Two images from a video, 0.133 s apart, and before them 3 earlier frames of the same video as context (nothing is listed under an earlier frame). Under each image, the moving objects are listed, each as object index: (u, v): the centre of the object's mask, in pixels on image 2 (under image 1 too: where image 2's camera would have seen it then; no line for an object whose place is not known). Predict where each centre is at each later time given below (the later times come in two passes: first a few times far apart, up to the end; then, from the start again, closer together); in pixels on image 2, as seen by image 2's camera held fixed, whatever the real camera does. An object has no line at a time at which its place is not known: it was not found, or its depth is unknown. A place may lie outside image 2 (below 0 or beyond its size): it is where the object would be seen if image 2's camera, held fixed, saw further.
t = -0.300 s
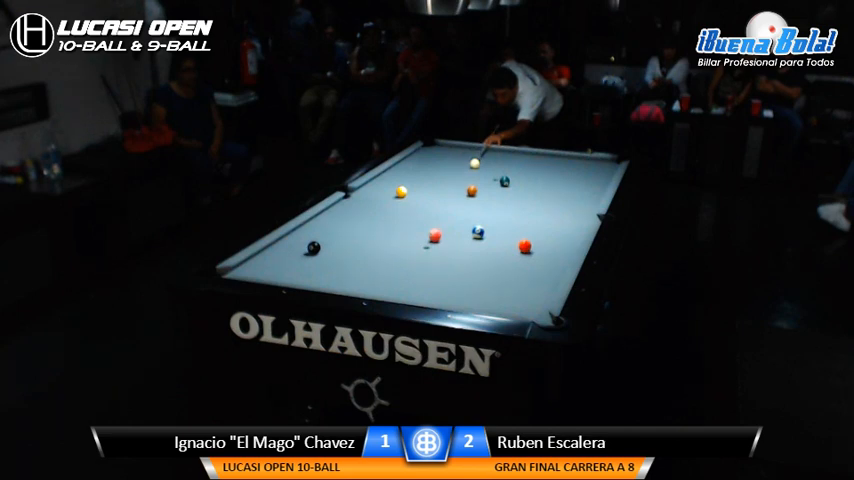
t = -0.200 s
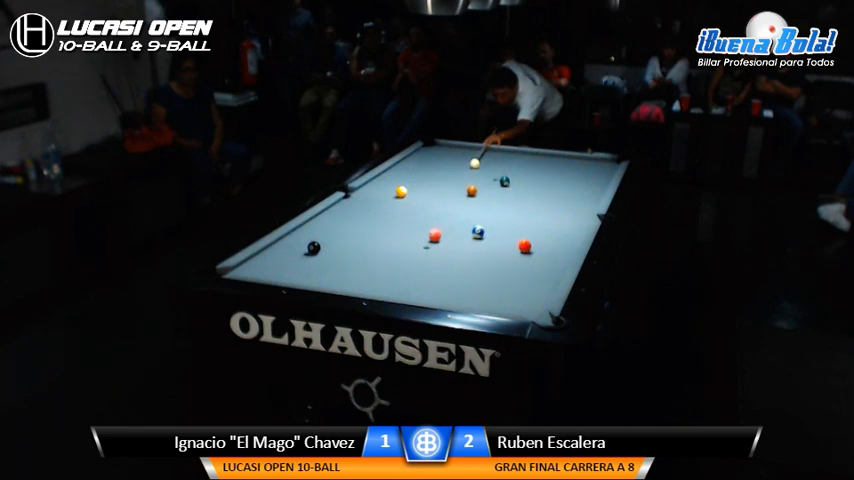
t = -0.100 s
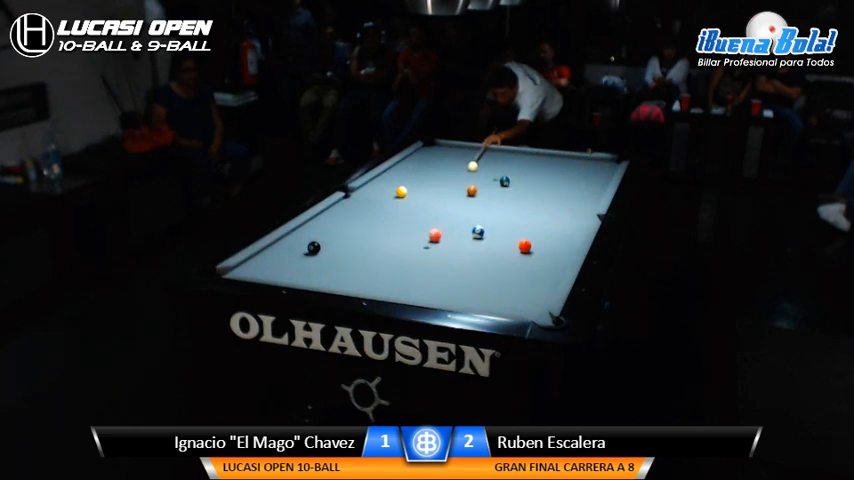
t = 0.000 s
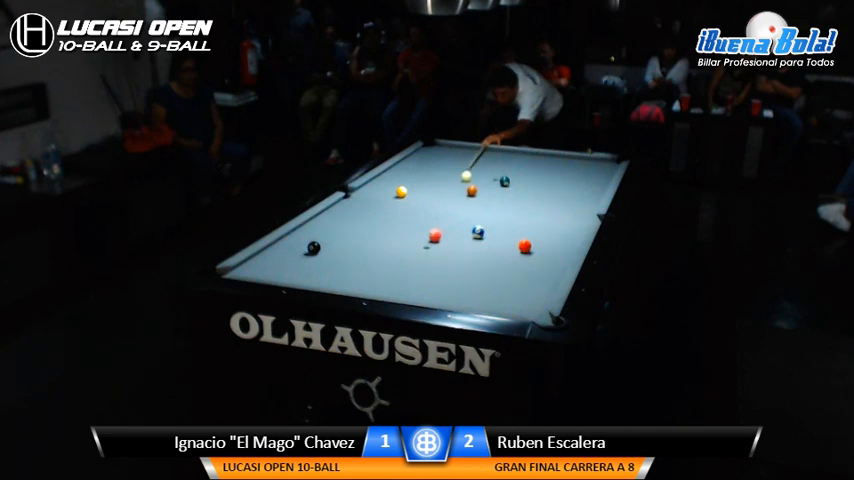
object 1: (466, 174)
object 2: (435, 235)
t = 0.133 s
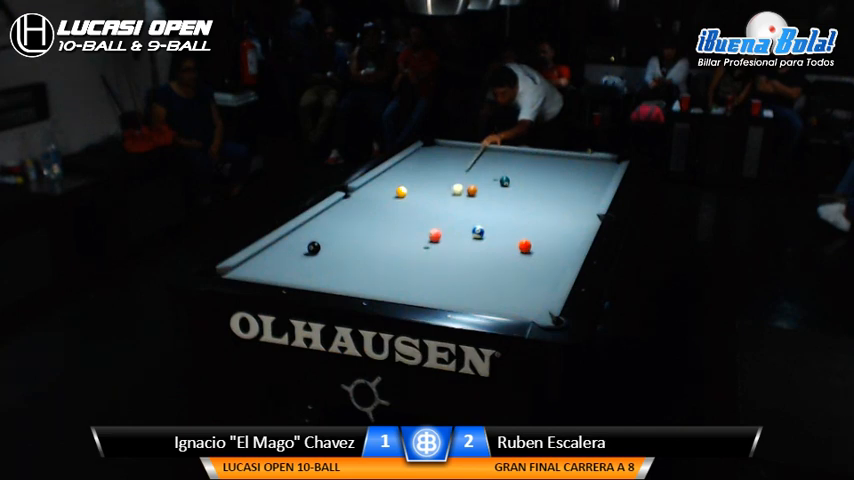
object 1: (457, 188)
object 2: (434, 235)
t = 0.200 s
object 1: (453, 195)
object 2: (435, 235)
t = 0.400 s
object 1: (439, 214)
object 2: (434, 236)
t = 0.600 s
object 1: (417, 234)
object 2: (441, 239)
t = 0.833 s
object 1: (368, 250)
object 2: (467, 251)
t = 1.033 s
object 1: (324, 264)
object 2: (487, 261)
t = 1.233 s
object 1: (277, 276)
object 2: (509, 272)
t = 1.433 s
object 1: (266, 265)
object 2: (532, 282)
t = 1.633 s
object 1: (265, 254)
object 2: (547, 292)
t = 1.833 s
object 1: (290, 247)
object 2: (531, 295)
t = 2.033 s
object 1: (313, 238)
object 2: (516, 298)
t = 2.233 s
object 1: (334, 236)
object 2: (501, 302)
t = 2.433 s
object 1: (353, 231)
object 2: (487, 303)
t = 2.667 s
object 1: (374, 226)
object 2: (471, 305)
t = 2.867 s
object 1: (391, 222)
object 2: (465, 302)
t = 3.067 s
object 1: (406, 217)
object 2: (459, 300)
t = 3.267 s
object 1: (421, 214)
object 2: (455, 299)
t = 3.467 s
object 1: (434, 211)
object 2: (451, 297)
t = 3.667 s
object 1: (447, 207)
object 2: (447, 296)
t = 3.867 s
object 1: (458, 204)
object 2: (444, 295)
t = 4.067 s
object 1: (469, 202)
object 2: (441, 293)
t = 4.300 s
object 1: (481, 198)
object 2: (440, 291)
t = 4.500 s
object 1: (490, 196)
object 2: (439, 290)
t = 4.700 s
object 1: (498, 194)
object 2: (439, 290)
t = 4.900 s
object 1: (506, 193)
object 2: (439, 290)
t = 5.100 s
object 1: (513, 191)
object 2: (439, 290)
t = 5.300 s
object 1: (520, 189)
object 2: (439, 290)
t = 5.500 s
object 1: (526, 188)
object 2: (439, 290)
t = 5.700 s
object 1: (531, 186)
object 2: (439, 290)
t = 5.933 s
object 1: (537, 185)
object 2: (439, 290)
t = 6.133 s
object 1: (542, 184)
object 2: (439, 290)
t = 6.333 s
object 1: (545, 183)
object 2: (439, 290)
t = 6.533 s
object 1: (549, 182)
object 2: (439, 290)
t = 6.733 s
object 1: (552, 181)
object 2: (439, 290)
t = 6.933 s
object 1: (554, 181)
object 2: (439, 290)
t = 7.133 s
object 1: (555, 180)
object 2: (439, 290)
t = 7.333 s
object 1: (556, 180)
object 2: (439, 290)
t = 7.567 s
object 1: (557, 179)
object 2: (439, 290)
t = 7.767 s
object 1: (557, 179)
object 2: (439, 290)
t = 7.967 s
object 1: (557, 179)
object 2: (439, 290)
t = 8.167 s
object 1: (557, 179)
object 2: (439, 290)
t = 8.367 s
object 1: (557, 179)
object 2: (439, 290)
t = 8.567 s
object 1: (557, 179)
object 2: (439, 290)
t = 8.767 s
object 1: (557, 179)
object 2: (439, 290)
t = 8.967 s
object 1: (557, 179)
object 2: (439, 290)
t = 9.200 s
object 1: (557, 179)
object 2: (439, 290)
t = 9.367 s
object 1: (557, 179)
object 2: (439, 290)
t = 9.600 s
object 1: (557, 179)
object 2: (439, 290)
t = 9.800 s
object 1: (557, 179)
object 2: (439, 290)
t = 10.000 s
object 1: (557, 179)
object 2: (439, 290)
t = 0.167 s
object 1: (455, 192)
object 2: (435, 235)
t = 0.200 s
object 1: (453, 195)
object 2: (435, 235)
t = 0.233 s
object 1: (451, 198)
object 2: (435, 235)
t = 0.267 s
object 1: (449, 201)
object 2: (435, 235)
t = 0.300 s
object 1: (446, 205)
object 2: (435, 235)
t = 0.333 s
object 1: (444, 208)
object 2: (435, 235)
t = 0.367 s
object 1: (441, 211)
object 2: (434, 236)
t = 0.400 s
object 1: (439, 214)
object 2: (434, 236)
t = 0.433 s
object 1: (437, 218)
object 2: (434, 235)
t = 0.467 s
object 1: (434, 222)
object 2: (435, 236)
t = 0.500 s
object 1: (432, 224)
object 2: (435, 236)
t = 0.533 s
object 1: (428, 229)
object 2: (435, 236)
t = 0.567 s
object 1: (424, 232)
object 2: (437, 237)
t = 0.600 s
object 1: (417, 234)
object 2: (441, 239)
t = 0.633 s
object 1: (410, 236)
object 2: (446, 241)
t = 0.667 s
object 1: (403, 238)
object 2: (450, 242)
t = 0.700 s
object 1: (396, 240)
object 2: (453, 244)
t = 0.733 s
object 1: (389, 242)
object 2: (457, 246)
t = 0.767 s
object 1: (382, 245)
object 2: (460, 248)
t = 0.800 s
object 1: (375, 247)
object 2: (463, 249)
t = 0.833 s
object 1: (368, 250)
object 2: (467, 251)
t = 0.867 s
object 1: (361, 252)
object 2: (470, 252)
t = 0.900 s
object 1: (353, 254)
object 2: (474, 254)
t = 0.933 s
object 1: (346, 257)
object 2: (477, 256)
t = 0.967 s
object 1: (338, 260)
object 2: (480, 257)
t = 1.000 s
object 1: (331, 262)
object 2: (484, 259)
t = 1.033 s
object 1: (324, 264)
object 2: (487, 261)
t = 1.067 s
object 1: (316, 267)
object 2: (491, 263)
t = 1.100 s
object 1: (308, 270)
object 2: (495, 264)
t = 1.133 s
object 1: (299, 272)
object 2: (498, 266)
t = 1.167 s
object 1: (292, 274)
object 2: (502, 268)
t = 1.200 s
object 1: (284, 276)
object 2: (505, 270)
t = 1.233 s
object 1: (277, 276)
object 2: (509, 272)
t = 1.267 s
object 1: (274, 275)
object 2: (513, 273)
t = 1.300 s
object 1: (273, 273)
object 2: (517, 275)
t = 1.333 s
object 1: (271, 271)
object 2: (520, 277)
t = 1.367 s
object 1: (270, 269)
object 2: (524, 279)
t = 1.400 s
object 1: (268, 267)
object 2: (528, 280)
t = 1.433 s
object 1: (266, 265)
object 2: (532, 282)
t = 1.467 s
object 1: (264, 262)
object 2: (535, 284)
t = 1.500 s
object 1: (263, 260)
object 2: (539, 286)
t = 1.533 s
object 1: (261, 258)
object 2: (543, 287)
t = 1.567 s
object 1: (259, 256)
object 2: (547, 289)
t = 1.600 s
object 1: (260, 255)
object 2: (549, 290)
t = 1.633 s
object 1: (265, 254)
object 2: (547, 292)
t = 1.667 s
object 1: (270, 252)
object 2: (545, 292)
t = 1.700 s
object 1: (274, 251)
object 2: (542, 292)
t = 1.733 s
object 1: (278, 250)
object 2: (539, 293)
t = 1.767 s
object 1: (282, 249)
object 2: (537, 294)
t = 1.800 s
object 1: (287, 248)
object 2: (534, 294)
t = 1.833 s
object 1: (290, 247)
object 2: (531, 295)
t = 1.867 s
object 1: (294, 246)
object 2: (529, 296)
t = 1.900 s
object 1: (298, 245)
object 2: (526, 296)
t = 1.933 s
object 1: (302, 244)
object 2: (523, 297)
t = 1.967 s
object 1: (304, 242)
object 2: (521, 297)
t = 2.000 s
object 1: (308, 240)
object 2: (519, 298)
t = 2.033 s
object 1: (313, 238)
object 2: (516, 298)
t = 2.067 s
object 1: (318, 238)
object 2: (513, 299)
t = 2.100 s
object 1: (321, 239)
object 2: (511, 299)
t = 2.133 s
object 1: (324, 238)
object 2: (508, 300)
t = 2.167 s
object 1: (327, 237)
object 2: (506, 301)
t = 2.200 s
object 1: (330, 237)
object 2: (504, 301)
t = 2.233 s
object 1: (334, 236)
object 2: (501, 302)
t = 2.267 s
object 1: (337, 235)
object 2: (499, 302)
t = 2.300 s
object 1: (340, 234)
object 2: (496, 302)
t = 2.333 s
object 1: (344, 234)
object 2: (494, 302)
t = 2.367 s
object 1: (347, 232)
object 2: (492, 303)
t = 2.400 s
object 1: (350, 232)
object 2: (490, 303)
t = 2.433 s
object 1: (353, 231)
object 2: (487, 303)
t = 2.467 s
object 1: (357, 230)
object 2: (485, 304)
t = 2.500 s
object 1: (359, 229)
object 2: (483, 303)
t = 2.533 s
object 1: (362, 228)
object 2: (480, 303)
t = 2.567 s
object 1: (365, 228)
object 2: (478, 304)
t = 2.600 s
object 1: (369, 227)
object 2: (476, 304)
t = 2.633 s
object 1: (371, 226)
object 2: (473, 304)
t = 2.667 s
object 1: (374, 226)
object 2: (471, 305)
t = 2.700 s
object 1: (377, 225)
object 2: (470, 304)
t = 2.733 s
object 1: (380, 224)
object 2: (468, 304)
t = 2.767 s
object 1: (383, 223)
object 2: (468, 304)
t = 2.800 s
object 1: (386, 223)
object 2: (467, 303)
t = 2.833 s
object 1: (388, 222)
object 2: (466, 303)
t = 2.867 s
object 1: (391, 222)
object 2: (465, 302)
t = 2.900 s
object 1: (393, 221)
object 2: (464, 302)
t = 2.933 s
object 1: (396, 220)
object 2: (463, 302)
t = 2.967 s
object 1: (399, 219)
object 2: (462, 302)
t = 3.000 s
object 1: (401, 219)
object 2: (461, 301)
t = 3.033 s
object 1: (404, 218)
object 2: (460, 301)
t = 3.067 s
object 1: (406, 217)
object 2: (459, 300)
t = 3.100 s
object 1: (409, 217)
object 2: (458, 300)
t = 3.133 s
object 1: (412, 216)
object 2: (457, 300)
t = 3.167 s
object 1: (413, 216)
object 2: (457, 300)
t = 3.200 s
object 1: (416, 215)
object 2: (456, 299)
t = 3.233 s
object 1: (418, 214)
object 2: (456, 299)
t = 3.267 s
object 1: (421, 214)
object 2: (455, 299)
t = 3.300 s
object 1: (423, 213)
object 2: (454, 299)
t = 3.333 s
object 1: (425, 213)
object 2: (453, 298)
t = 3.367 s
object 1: (428, 212)
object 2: (452, 298)
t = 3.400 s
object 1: (430, 212)
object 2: (452, 298)
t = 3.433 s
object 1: (432, 211)
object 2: (451, 298)
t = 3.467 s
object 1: (434, 211)
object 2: (451, 297)
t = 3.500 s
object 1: (436, 210)
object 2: (450, 297)
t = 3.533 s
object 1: (439, 209)
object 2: (449, 297)
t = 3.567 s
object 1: (440, 209)
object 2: (448, 297)
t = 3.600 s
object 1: (443, 208)
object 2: (448, 296)
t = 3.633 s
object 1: (445, 208)
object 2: (447, 296)
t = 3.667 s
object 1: (447, 207)
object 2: (447, 296)
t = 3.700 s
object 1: (449, 207)
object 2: (446, 296)
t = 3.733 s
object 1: (451, 206)
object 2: (446, 295)
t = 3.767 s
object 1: (453, 206)
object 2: (445, 295)
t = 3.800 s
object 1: (455, 205)
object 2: (445, 295)
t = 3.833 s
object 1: (456, 205)
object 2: (444, 295)
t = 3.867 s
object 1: (458, 204)
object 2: (444, 295)
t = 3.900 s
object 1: (460, 204)
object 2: (443, 295)
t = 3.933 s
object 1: (462, 204)
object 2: (443, 294)
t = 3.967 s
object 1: (464, 203)
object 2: (443, 294)
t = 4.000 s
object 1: (466, 203)
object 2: (442, 293)
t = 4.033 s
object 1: (467, 202)
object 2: (442, 293)
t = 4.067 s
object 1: (469, 202)
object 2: (441, 293)
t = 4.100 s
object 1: (471, 202)
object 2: (441, 292)
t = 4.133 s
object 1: (472, 201)
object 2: (441, 292)
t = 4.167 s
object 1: (474, 201)
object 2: (441, 292)
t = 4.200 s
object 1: (476, 200)
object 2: (441, 292)
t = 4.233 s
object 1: (477, 199)
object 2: (440, 291)
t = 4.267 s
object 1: (479, 199)
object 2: (440, 291)
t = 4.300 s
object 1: (481, 198)
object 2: (440, 291)
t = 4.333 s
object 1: (482, 198)
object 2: (440, 291)
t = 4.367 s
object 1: (484, 198)
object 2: (440, 291)
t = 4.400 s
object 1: (485, 197)
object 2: (440, 291)
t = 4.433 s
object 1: (487, 197)
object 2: (440, 291)
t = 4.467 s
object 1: (488, 197)
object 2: (440, 290)
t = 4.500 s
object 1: (490, 196)
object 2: (439, 290)
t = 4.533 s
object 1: (492, 196)
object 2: (439, 290)
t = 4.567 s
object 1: (493, 196)
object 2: (439, 290)
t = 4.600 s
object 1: (494, 195)
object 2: (439, 290)
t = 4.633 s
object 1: (496, 195)
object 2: (439, 290)
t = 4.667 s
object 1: (497, 195)
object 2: (439, 290)
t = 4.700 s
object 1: (498, 194)
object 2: (439, 290)
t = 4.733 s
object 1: (500, 194)
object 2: (439, 290)
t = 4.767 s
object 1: (501, 194)
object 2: (439, 290)
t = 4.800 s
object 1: (502, 194)
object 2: (439, 290)
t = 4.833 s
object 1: (503, 193)
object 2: (439, 290)
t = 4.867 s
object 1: (505, 193)
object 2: (439, 290)
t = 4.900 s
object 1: (506, 193)
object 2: (439, 290)
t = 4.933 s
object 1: (507, 192)
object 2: (439, 290)
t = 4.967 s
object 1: (509, 192)
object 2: (439, 290)
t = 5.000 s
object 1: (510, 192)
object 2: (439, 290)
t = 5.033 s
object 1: (511, 191)
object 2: (439, 290)
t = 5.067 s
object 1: (512, 191)
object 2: (439, 290)
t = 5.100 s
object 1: (513, 191)
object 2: (439, 290)
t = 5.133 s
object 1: (515, 190)
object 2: (439, 290)
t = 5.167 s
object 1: (516, 190)
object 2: (439, 290)
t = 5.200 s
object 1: (517, 190)
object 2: (439, 290)
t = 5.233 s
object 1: (518, 190)
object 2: (439, 290)
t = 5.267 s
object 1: (519, 189)
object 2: (439, 290)
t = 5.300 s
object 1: (520, 189)
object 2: (439, 290)
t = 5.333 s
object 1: (521, 189)
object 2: (439, 290)
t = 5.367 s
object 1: (522, 189)
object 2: (439, 290)
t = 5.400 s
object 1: (523, 188)
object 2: (439, 290)
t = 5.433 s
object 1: (524, 188)
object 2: (439, 290)
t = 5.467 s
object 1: (525, 188)
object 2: (439, 290)
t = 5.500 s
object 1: (526, 188)
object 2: (439, 290)
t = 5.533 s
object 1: (527, 187)
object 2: (439, 290)
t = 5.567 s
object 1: (528, 187)
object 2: (439, 290)
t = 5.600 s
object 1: (529, 187)
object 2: (439, 290)
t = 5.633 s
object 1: (530, 187)
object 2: (439, 290)
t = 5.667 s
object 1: (531, 186)
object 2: (439, 290)
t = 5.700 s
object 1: (531, 186)
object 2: (439, 290)
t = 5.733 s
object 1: (532, 186)
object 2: (439, 290)
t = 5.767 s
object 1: (533, 186)
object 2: (439, 290)
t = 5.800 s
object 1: (534, 186)
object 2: (439, 290)
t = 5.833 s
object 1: (535, 185)
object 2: (439, 290)
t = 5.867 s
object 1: (536, 185)
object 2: (439, 290)
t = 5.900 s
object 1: (536, 185)
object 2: (439, 290)
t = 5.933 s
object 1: (537, 185)
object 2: (439, 290)
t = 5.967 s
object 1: (538, 185)
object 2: (439, 290)
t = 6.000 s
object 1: (539, 184)
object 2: (439, 290)
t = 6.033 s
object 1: (539, 184)
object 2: (439, 290)
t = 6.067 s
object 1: (540, 184)
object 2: (439, 290)
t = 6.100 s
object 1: (541, 184)
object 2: (439, 290)
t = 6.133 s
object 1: (542, 184)
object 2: (439, 290)
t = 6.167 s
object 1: (542, 184)
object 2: (439, 290)
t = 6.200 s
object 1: (543, 184)
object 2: (439, 290)
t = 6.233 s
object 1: (543, 183)
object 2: (439, 290)
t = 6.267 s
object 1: (544, 183)
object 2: (439, 290)
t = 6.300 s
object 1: (545, 183)
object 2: (439, 290)
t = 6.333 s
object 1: (545, 183)
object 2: (439, 290)
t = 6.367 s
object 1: (546, 183)
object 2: (439, 290)
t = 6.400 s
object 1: (547, 183)
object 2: (439, 290)
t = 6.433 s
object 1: (547, 183)
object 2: (439, 290)
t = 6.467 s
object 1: (548, 182)
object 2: (439, 290)
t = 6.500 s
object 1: (548, 182)
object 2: (439, 290)
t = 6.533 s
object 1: (549, 182)
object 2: (439, 290)
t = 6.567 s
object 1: (549, 182)
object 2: (439, 290)
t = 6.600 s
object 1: (550, 182)
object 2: (439, 290)
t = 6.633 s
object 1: (550, 182)
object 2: (439, 290)
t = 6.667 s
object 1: (551, 182)
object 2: (439, 290)
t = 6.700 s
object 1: (551, 182)
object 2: (439, 290)
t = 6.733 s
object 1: (552, 181)
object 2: (439, 290)
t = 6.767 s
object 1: (552, 181)
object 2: (439, 290)
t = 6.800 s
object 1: (553, 181)
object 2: (439, 290)
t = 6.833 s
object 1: (553, 181)
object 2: (439, 290)
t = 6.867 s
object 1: (553, 181)
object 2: (439, 290)
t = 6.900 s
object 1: (553, 181)
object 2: (439, 290)
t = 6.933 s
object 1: (554, 181)
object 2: (439, 290)
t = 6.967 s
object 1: (554, 181)
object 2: (439, 290)
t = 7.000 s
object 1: (554, 181)
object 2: (439, 290)
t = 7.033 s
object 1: (554, 180)
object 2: (439, 290)
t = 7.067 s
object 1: (555, 180)
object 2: (439, 290)
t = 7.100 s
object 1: (555, 180)
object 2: (439, 290)
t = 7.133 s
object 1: (555, 180)
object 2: (439, 290)
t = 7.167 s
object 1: (555, 180)
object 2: (439, 290)
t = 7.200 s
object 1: (555, 180)
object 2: (439, 290)
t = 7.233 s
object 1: (556, 180)
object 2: (439, 290)
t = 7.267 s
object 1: (556, 180)
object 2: (439, 290)
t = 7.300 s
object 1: (556, 180)
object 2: (439, 290)
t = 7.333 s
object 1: (556, 180)
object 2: (439, 290)
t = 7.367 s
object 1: (556, 180)
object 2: (439, 290)
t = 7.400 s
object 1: (556, 180)
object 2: (439, 290)
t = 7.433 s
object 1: (556, 180)
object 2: (439, 290)
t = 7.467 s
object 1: (557, 180)
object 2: (439, 290)
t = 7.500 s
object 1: (557, 179)
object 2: (439, 290)
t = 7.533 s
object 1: (557, 179)
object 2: (439, 290)
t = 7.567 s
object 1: (557, 179)
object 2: (439, 290)
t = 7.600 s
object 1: (557, 179)
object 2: (439, 290)
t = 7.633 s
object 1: (557, 179)
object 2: (439, 290)
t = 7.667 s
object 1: (557, 179)
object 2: (439, 290)
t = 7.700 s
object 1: (557, 179)
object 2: (439, 290)
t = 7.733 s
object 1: (557, 179)
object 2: (439, 290)
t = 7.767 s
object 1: (557, 179)
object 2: (439, 290)
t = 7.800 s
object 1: (557, 179)
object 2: (439, 290)
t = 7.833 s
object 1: (557, 179)
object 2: (439, 290)
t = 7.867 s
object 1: (557, 179)
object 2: (439, 290)
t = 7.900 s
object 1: (557, 179)
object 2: (439, 290)
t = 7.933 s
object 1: (557, 179)
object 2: (439, 290)
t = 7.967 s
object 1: (557, 179)
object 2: (439, 290)
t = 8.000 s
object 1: (557, 179)
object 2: (439, 290)
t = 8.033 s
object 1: (557, 179)
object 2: (439, 290)
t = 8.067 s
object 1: (557, 179)
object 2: (439, 290)
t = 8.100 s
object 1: (557, 179)
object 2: (439, 290)
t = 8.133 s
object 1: (557, 179)
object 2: (439, 290)
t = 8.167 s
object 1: (557, 179)
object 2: (439, 290)
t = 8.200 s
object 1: (557, 179)
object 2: (439, 290)
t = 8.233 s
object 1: (557, 179)
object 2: (439, 290)
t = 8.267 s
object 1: (557, 179)
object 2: (439, 290)
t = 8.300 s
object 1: (557, 179)
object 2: (439, 290)
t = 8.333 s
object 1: (557, 179)
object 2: (439, 290)
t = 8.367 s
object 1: (557, 179)
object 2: (439, 290)
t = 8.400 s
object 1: (557, 179)
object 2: (439, 290)
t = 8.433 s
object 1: (557, 179)
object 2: (439, 290)
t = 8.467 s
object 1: (557, 179)
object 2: (439, 290)
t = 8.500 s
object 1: (557, 179)
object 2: (439, 290)
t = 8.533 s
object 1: (557, 179)
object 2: (439, 290)
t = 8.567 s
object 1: (557, 179)
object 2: (439, 290)
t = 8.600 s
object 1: (557, 179)
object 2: (439, 290)
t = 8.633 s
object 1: (557, 179)
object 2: (439, 290)
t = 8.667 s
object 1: (557, 179)
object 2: (439, 290)
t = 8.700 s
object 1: (557, 179)
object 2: (439, 290)
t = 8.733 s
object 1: (557, 179)
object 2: (439, 290)
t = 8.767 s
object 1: (557, 179)
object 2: (439, 290)
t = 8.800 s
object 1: (557, 179)
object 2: (439, 290)
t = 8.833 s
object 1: (557, 179)
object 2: (439, 290)
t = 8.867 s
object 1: (557, 179)
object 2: (439, 290)
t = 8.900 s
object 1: (557, 179)
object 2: (439, 290)
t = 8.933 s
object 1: (557, 179)
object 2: (439, 290)
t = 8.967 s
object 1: (557, 179)
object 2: (439, 290)
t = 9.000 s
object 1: (557, 179)
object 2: (439, 290)
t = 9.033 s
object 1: (557, 179)
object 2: (439, 290)
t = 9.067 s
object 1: (557, 179)
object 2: (439, 290)
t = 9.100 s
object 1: (557, 179)
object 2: (439, 290)
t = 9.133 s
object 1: (557, 179)
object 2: (439, 290)
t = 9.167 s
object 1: (557, 179)
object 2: (439, 290)
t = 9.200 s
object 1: (557, 179)
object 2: (439, 290)
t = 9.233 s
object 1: (557, 179)
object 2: (439, 290)
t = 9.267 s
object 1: (557, 179)
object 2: (439, 290)
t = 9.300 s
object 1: (557, 179)
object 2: (439, 290)
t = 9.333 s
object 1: (557, 179)
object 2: (439, 290)
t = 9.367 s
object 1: (557, 179)
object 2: (439, 290)
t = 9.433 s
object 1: (557, 179)
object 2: (439, 290)
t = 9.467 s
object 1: (557, 179)
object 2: (439, 290)
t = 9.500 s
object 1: (557, 179)
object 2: (439, 290)
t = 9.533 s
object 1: (557, 179)
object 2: (439, 290)
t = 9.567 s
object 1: (557, 179)
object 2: (439, 290)
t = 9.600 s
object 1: (557, 179)
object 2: (439, 290)
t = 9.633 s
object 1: (557, 179)
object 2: (439, 290)
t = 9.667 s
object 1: (557, 179)
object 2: (439, 290)
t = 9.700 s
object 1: (557, 179)
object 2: (439, 290)
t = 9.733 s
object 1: (557, 179)
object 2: (439, 290)
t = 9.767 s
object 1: (557, 179)
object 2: (439, 290)
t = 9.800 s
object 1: (557, 179)
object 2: (439, 290)
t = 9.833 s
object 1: (557, 179)
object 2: (439, 290)
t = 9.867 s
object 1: (557, 179)
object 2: (439, 290)
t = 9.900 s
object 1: (557, 179)
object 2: (439, 290)
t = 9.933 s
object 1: (557, 179)
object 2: (439, 290)
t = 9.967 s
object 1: (557, 179)
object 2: (439, 290)
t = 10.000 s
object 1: (557, 179)
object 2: (439, 290)
